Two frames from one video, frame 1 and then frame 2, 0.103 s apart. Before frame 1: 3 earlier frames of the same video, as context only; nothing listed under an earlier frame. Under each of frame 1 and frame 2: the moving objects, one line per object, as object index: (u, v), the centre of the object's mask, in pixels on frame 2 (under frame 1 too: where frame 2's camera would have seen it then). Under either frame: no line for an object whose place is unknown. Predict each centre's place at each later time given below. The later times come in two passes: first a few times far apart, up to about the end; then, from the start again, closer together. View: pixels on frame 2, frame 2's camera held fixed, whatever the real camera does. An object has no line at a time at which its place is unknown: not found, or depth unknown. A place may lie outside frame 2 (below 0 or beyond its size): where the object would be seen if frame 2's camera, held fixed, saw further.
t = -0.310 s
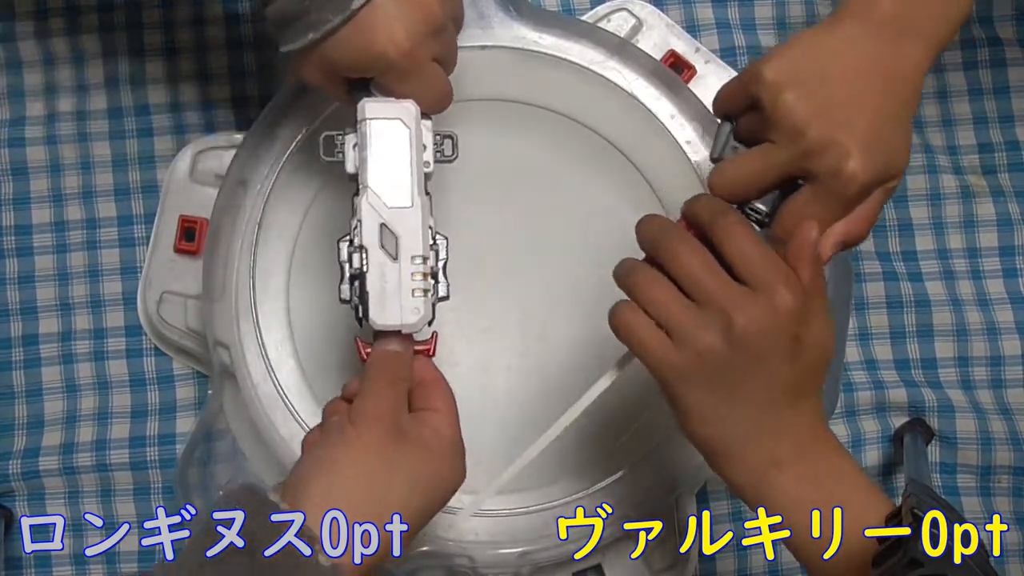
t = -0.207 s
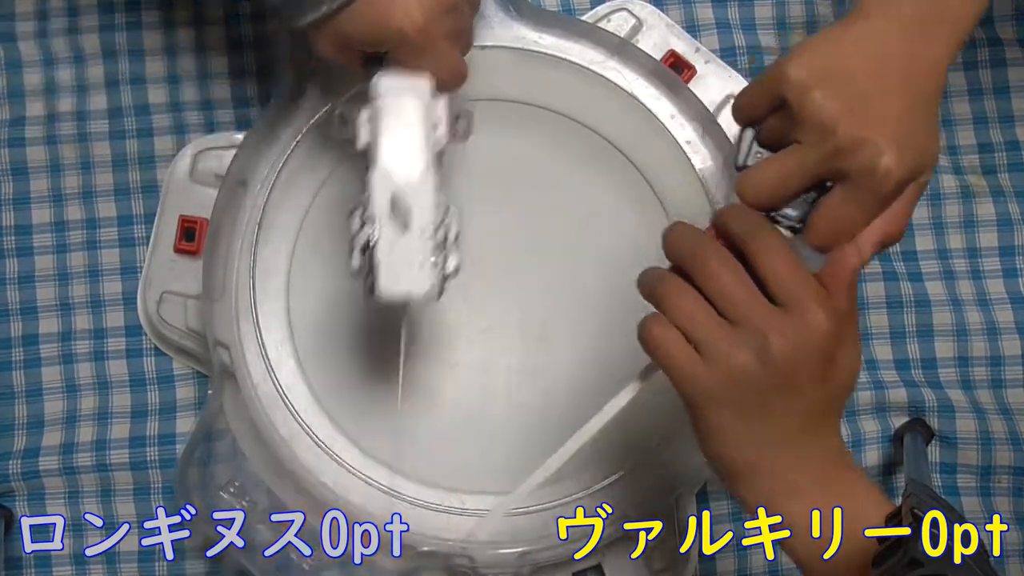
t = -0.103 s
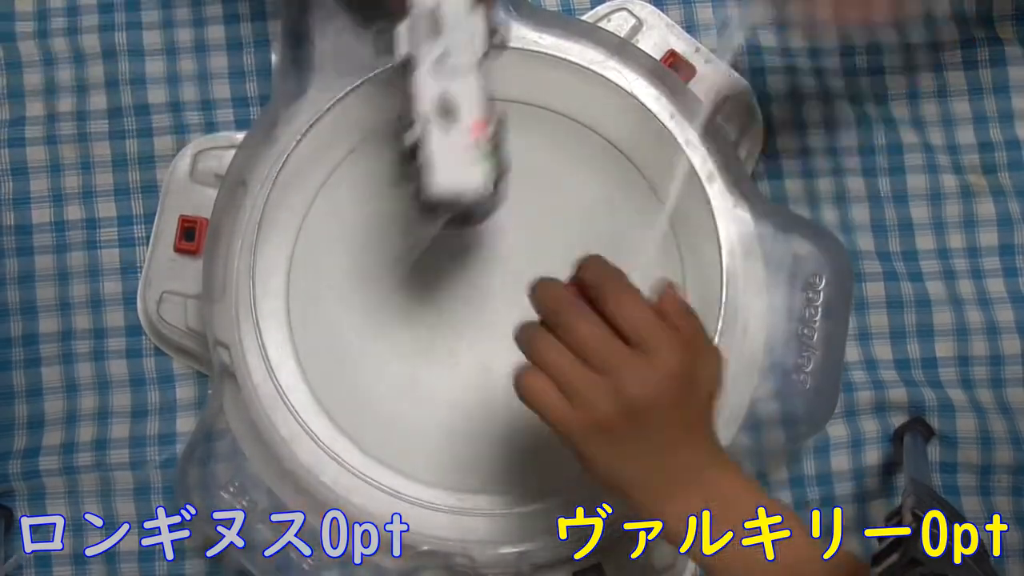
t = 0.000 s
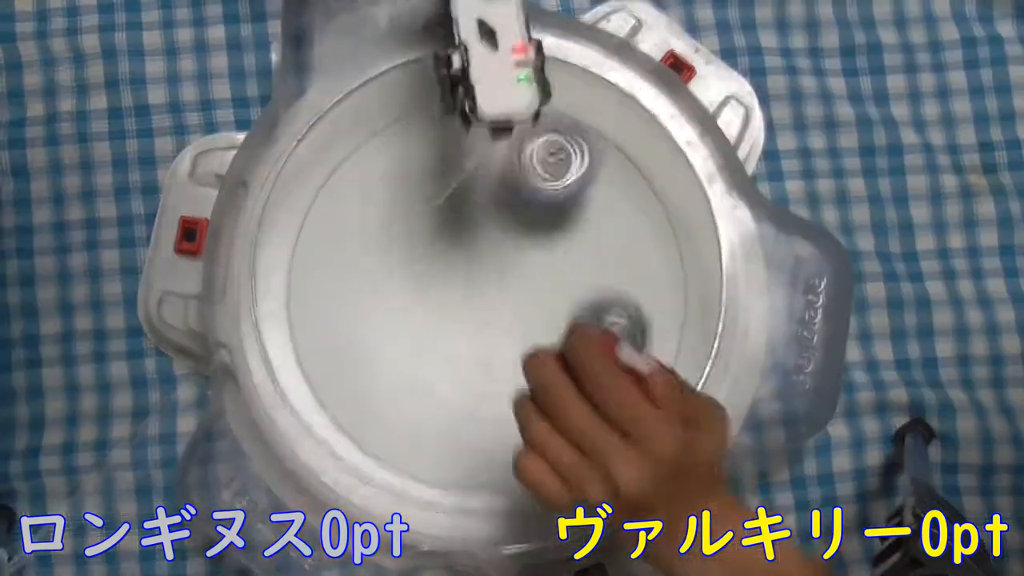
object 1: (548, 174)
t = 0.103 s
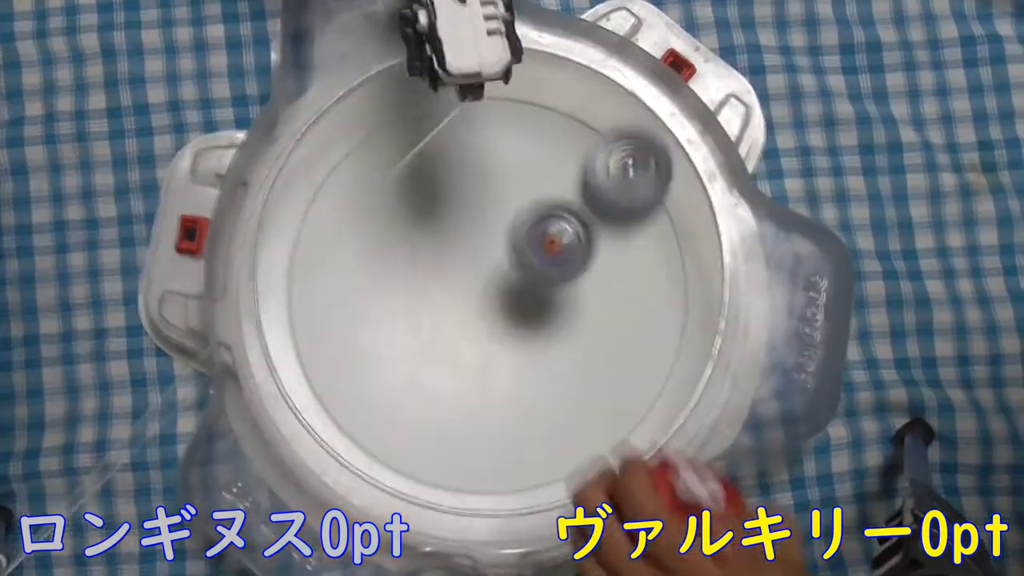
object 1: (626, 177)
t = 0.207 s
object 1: (600, 275)
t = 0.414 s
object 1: (475, 425)
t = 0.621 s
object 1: (367, 430)
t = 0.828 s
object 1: (466, 363)
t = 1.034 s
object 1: (431, 505)
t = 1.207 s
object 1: (389, 414)
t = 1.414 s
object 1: (397, 501)
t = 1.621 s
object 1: (425, 372)
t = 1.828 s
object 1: (555, 468)
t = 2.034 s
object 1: (501, 295)
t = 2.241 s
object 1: (461, 132)
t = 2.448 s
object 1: (495, 138)
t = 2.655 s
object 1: (553, 287)
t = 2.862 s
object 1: (545, 378)
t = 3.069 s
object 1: (498, 329)
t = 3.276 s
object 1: (467, 262)
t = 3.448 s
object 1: (476, 237)
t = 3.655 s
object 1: (495, 233)
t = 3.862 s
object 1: (486, 276)
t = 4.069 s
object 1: (447, 300)
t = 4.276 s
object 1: (430, 291)
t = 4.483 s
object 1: (462, 284)
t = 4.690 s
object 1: (499, 311)
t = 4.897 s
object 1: (503, 342)
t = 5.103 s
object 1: (489, 330)
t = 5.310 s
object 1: (495, 288)
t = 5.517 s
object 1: (521, 265)
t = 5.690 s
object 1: (536, 270)
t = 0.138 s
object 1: (620, 209)
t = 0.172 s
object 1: (610, 245)
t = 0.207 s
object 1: (600, 275)
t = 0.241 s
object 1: (583, 310)
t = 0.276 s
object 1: (568, 345)
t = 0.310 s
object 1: (548, 374)
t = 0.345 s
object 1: (526, 397)
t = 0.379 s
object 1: (500, 414)
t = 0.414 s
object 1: (475, 425)
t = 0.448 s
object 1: (448, 430)
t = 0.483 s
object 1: (422, 429)
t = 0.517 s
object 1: (399, 421)
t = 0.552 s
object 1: (379, 409)
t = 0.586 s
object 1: (368, 417)
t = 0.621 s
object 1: (367, 430)
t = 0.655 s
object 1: (377, 441)
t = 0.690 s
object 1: (391, 437)
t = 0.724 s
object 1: (407, 426)
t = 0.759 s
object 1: (426, 408)
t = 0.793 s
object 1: (446, 387)
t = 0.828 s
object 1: (466, 363)
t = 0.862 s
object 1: (481, 347)
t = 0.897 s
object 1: (471, 394)
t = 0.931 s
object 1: (460, 441)
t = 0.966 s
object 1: (451, 469)
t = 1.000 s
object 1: (441, 508)
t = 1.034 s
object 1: (431, 505)
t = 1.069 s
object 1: (418, 486)
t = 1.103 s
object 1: (406, 463)
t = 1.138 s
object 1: (398, 436)
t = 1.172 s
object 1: (392, 410)
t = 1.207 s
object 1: (389, 414)
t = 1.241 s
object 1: (388, 451)
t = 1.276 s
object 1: (387, 480)
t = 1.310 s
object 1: (394, 500)
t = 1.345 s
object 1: (400, 510)
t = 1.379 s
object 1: (398, 506)
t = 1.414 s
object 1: (397, 501)
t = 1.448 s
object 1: (395, 488)
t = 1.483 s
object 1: (398, 473)
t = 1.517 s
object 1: (404, 448)
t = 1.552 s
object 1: (408, 428)
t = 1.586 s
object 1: (416, 401)
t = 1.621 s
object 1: (425, 372)
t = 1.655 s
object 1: (435, 342)
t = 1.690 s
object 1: (462, 297)
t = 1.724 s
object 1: (503, 383)
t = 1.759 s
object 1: (537, 455)
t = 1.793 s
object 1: (555, 479)
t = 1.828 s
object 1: (555, 468)
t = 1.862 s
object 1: (551, 459)
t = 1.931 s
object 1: (534, 399)
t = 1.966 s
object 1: (524, 366)
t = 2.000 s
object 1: (512, 331)
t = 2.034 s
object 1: (501, 295)
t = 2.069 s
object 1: (492, 262)
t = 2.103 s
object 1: (483, 230)
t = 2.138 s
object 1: (475, 199)
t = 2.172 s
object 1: (467, 171)
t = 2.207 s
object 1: (464, 150)
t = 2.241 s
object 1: (461, 132)
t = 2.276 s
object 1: (462, 117)
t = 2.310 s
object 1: (465, 109)
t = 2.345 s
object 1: (469, 105)
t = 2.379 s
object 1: (476, 113)
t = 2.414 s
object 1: (485, 124)
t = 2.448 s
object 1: (495, 138)
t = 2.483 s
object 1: (507, 159)
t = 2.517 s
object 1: (518, 182)
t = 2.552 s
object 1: (528, 207)
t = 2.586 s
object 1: (538, 233)
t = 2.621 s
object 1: (546, 260)
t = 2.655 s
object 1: (553, 287)
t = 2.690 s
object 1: (558, 311)
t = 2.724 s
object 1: (562, 349)
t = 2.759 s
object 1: (561, 363)
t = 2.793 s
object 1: (558, 373)
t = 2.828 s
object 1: (552, 378)
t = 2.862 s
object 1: (545, 378)
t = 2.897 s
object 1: (538, 376)
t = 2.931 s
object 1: (530, 371)
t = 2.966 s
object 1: (521, 363)
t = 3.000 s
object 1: (514, 352)
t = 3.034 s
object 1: (506, 341)
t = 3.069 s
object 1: (498, 329)
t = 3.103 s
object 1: (490, 317)
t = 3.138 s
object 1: (483, 305)
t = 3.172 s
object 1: (477, 294)
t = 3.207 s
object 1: (472, 283)
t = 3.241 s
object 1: (469, 272)
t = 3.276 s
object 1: (467, 262)
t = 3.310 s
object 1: (466, 254)
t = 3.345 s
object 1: (467, 248)
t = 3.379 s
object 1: (469, 243)
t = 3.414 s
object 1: (472, 240)
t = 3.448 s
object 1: (476, 237)
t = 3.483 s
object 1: (481, 235)
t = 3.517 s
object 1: (484, 233)
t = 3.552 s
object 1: (487, 231)
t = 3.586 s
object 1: (490, 231)
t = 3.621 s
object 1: (492, 231)
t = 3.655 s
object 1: (495, 233)
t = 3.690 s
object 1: (497, 236)
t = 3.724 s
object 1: (498, 241)
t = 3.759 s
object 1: (497, 254)
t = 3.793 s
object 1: (494, 262)
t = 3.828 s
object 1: (491, 269)
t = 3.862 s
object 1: (486, 276)
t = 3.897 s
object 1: (480, 283)
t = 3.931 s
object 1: (474, 289)
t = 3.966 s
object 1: (468, 293)
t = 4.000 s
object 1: (461, 297)
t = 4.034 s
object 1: (453, 300)
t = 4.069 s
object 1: (447, 300)
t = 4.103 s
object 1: (441, 300)
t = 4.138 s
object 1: (436, 299)
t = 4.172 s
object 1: (433, 297)
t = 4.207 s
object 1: (430, 295)
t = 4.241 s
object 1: (430, 293)
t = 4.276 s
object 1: (430, 291)
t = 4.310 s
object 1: (433, 287)
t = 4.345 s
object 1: (436, 285)
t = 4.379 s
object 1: (441, 283)
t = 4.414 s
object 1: (447, 282)
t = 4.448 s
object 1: (454, 282)
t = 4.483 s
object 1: (462, 284)
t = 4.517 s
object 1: (470, 286)
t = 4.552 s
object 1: (477, 290)
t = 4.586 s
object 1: (484, 294)
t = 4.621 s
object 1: (490, 299)
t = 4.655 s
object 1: (495, 305)
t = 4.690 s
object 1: (499, 311)
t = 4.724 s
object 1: (502, 318)
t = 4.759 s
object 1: (504, 324)
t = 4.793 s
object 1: (505, 333)
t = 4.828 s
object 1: (505, 337)
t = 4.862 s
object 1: (504, 340)
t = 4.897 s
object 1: (503, 342)
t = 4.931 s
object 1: (501, 343)
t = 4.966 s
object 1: (499, 343)
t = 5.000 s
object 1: (496, 342)
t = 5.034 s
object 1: (493, 339)
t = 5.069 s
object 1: (490, 335)
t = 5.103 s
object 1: (489, 330)
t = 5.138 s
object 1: (487, 324)
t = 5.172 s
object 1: (487, 316)
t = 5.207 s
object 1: (488, 309)
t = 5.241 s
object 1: (489, 302)
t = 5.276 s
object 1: (492, 295)
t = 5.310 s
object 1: (495, 288)
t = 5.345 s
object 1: (499, 283)
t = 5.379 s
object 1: (503, 277)
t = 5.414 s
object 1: (508, 273)
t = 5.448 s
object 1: (512, 269)
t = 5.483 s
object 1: (517, 267)
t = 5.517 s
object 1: (521, 265)
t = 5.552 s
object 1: (525, 264)
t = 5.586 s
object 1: (529, 263)
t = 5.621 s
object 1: (532, 265)
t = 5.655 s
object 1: (534, 267)
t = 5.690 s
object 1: (536, 270)
